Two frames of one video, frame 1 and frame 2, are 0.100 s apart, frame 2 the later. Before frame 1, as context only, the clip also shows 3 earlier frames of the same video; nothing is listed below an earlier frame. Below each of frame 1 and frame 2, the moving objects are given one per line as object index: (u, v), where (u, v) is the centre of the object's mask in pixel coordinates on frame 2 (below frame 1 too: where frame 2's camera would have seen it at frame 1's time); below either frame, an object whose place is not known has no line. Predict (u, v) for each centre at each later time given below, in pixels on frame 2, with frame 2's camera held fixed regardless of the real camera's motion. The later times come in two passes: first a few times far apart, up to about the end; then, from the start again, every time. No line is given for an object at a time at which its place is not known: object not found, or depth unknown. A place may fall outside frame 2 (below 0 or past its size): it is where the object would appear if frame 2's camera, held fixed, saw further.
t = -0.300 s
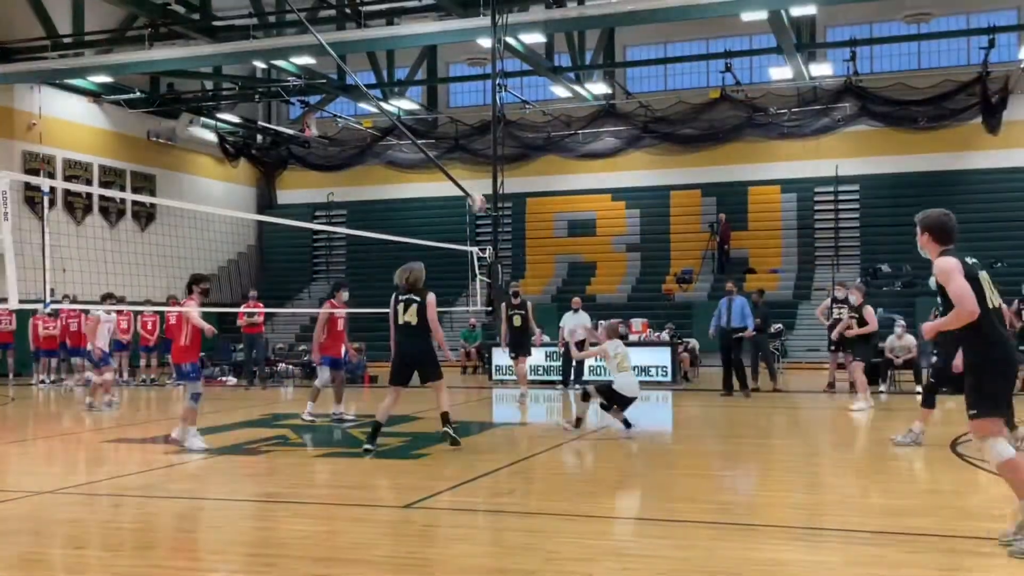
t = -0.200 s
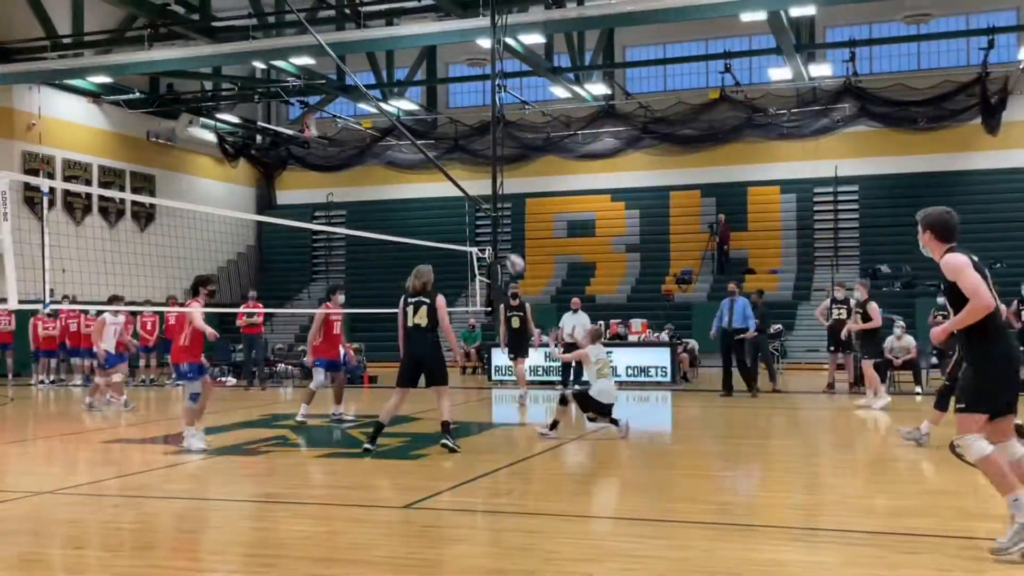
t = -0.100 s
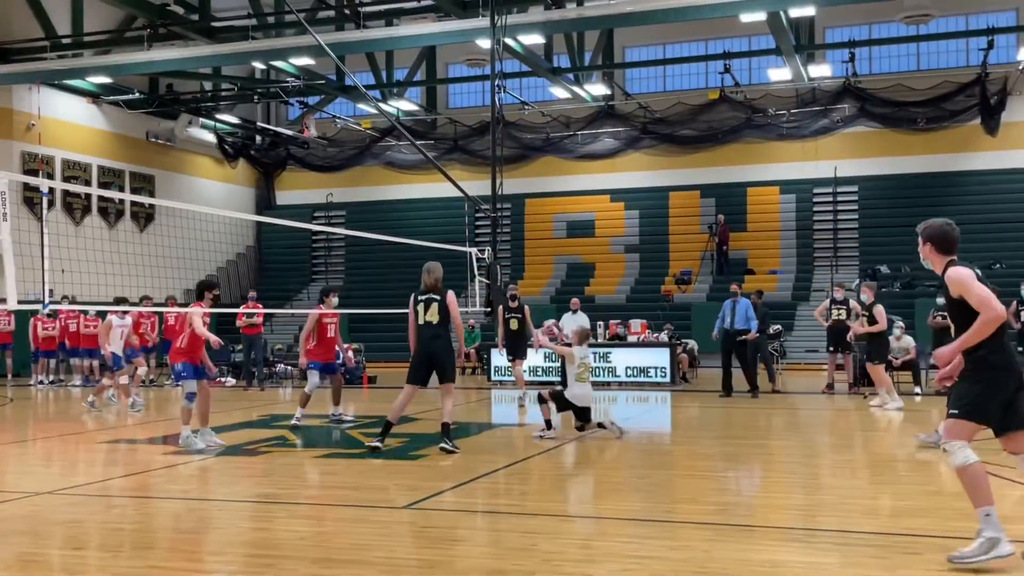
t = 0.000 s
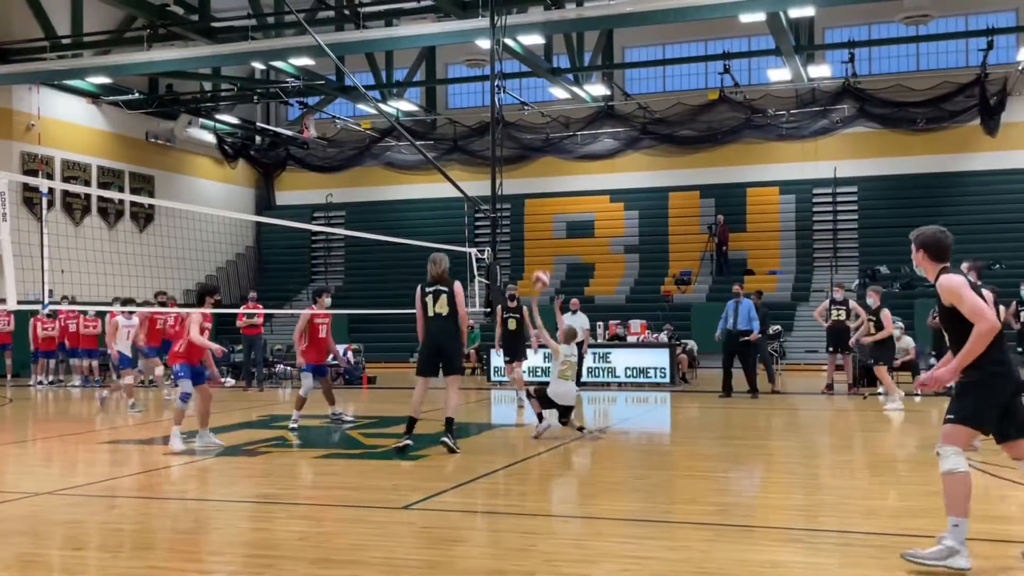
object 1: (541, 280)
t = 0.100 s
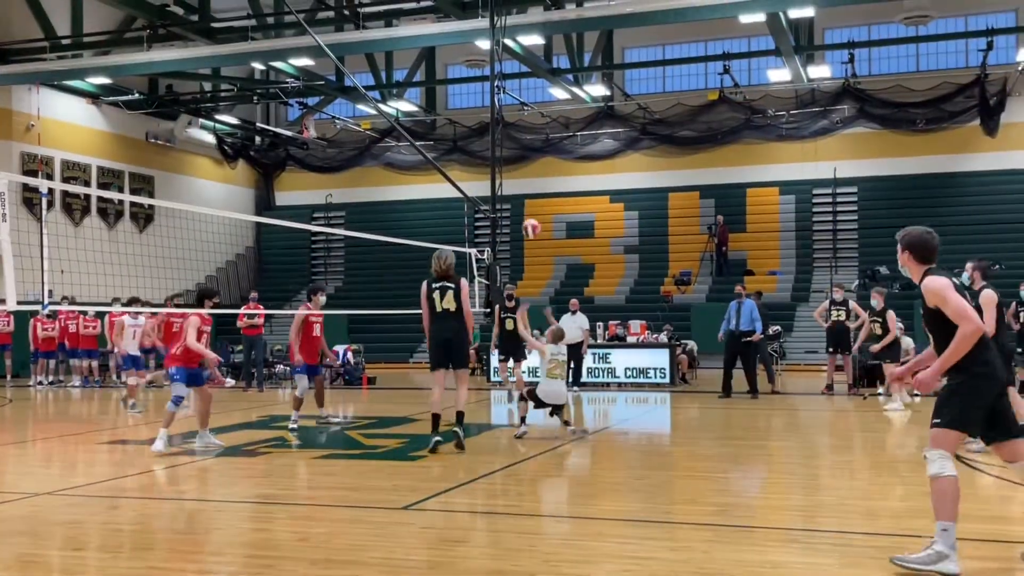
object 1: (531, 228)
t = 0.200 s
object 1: (521, 189)
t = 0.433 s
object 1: (501, 130)
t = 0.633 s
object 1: (485, 117)
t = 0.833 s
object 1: (469, 136)
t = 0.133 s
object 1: (528, 213)
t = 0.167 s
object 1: (524, 200)
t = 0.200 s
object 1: (521, 189)
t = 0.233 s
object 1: (518, 176)
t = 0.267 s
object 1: (515, 165)
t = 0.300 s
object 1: (512, 157)
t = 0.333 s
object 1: (509, 149)
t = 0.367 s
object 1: (506, 141)
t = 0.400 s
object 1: (504, 135)
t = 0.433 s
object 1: (501, 130)
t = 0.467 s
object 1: (498, 125)
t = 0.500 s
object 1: (495, 122)
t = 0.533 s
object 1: (492, 120)
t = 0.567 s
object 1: (490, 118)
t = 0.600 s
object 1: (488, 117)
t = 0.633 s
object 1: (485, 117)
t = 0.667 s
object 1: (482, 118)
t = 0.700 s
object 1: (480, 120)
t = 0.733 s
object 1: (477, 123)
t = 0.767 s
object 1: (474, 126)
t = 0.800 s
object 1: (472, 131)
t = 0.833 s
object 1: (469, 136)
